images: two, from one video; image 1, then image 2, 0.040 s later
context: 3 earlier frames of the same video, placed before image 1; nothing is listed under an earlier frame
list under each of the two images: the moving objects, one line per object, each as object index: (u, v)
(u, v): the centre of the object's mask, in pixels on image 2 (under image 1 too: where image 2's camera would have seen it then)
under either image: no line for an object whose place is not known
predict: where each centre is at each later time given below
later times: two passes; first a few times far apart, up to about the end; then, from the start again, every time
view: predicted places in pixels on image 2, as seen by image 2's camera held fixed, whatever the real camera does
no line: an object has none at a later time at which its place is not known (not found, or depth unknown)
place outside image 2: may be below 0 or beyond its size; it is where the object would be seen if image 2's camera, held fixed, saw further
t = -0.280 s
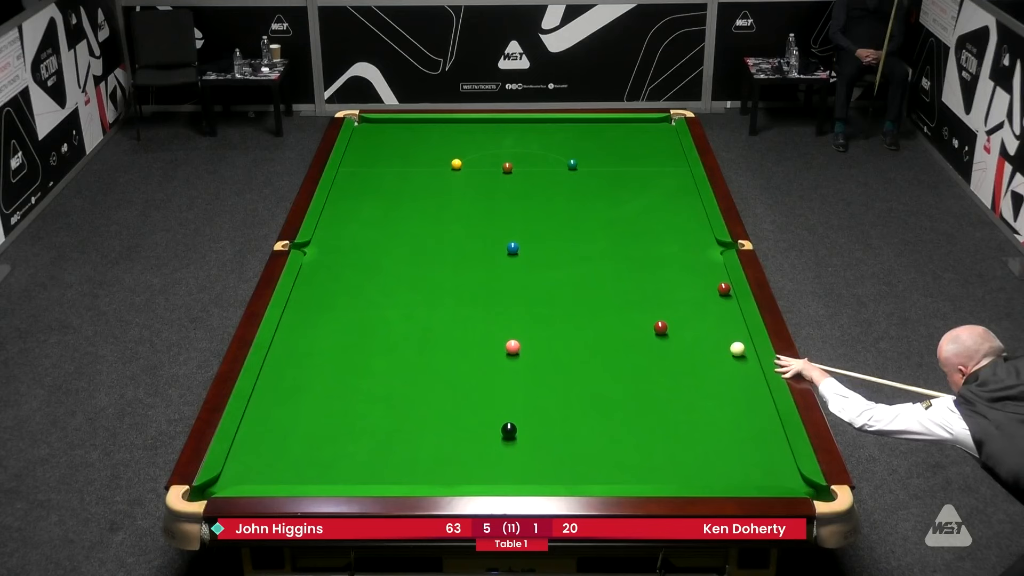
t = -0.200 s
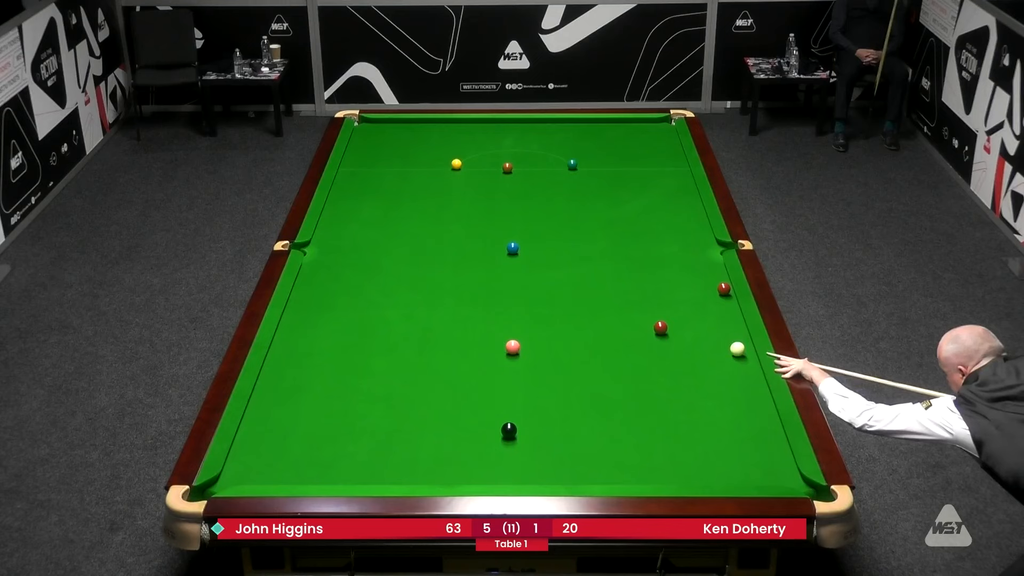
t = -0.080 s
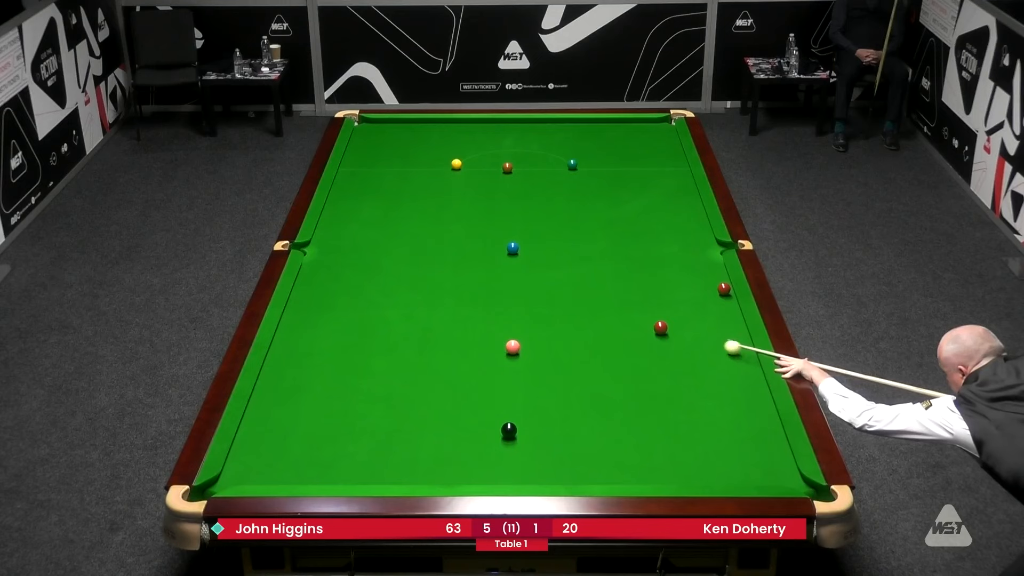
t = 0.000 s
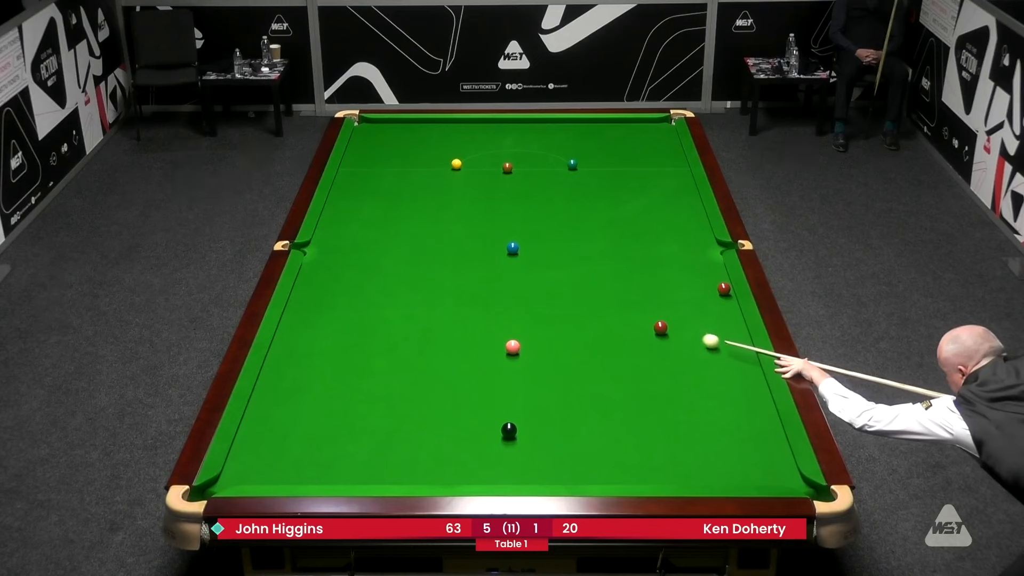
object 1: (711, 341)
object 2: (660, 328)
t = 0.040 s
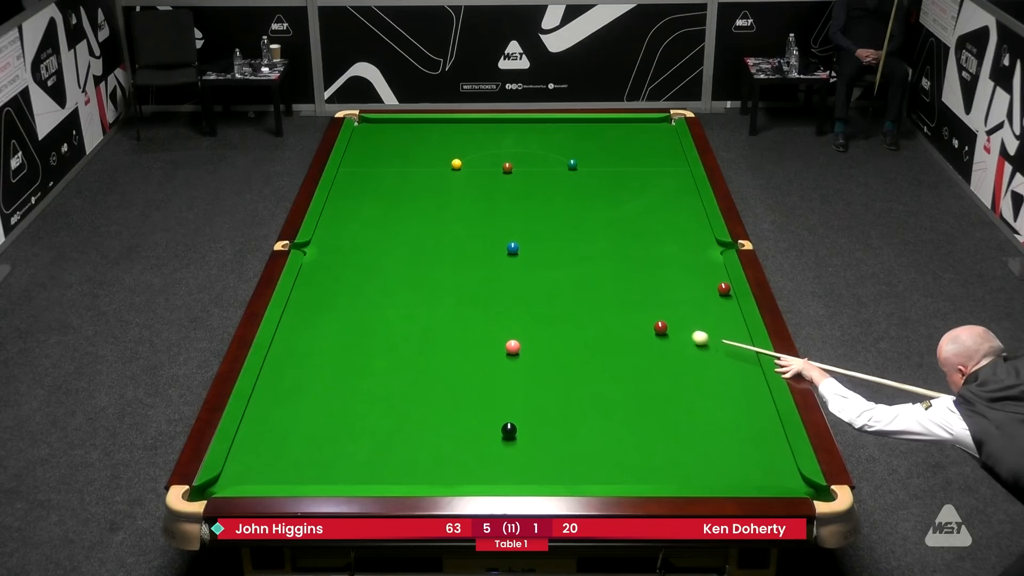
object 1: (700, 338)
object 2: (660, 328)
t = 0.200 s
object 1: (673, 329)
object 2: (646, 325)
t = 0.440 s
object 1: (662, 323)
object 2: (604, 316)
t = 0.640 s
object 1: (652, 318)
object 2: (573, 309)
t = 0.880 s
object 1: (642, 313)
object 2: (538, 301)
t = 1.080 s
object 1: (634, 309)
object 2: (510, 295)
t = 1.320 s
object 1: (625, 305)
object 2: (479, 287)
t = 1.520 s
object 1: (619, 302)
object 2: (454, 282)
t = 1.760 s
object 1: (612, 298)
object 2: (426, 276)
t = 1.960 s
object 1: (607, 296)
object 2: (404, 271)
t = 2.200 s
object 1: (602, 293)
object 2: (378, 265)
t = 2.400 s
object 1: (598, 291)
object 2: (358, 261)
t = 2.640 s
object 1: (594, 290)
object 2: (336, 256)
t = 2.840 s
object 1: (591, 288)
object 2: (318, 251)
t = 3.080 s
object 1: (589, 287)
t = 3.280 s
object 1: (587, 287)
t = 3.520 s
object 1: (587, 286)
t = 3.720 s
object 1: (586, 286)
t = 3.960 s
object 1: (587, 286)
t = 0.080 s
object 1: (690, 335)
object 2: (660, 328)
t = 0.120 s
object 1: (679, 332)
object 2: (660, 328)
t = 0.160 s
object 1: (674, 330)
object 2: (656, 327)
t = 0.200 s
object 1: (673, 329)
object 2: (646, 325)
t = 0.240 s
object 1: (672, 329)
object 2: (638, 323)
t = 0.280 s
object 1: (670, 328)
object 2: (630, 321)
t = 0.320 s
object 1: (668, 326)
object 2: (623, 320)
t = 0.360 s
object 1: (666, 325)
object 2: (616, 318)
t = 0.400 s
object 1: (664, 324)
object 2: (610, 317)
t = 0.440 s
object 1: (662, 323)
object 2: (604, 316)
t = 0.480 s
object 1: (660, 322)
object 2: (597, 314)
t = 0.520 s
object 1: (658, 321)
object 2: (591, 312)
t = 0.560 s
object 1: (656, 320)
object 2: (585, 311)
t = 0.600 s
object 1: (654, 319)
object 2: (579, 310)
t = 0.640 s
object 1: (652, 318)
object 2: (573, 309)
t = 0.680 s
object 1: (651, 317)
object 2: (567, 307)
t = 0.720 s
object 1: (649, 317)
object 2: (561, 306)
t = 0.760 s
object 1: (647, 316)
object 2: (555, 305)
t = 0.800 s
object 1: (645, 315)
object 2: (549, 303)
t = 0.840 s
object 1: (644, 314)
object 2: (544, 302)
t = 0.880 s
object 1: (642, 313)
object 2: (538, 301)
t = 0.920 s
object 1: (640, 312)
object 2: (532, 300)
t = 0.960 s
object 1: (639, 311)
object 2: (527, 298)
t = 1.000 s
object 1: (637, 311)
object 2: (521, 297)
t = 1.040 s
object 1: (636, 310)
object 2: (516, 296)
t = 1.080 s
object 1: (634, 309)
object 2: (510, 295)
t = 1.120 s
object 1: (632, 309)
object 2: (505, 293)
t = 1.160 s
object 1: (631, 308)
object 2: (500, 292)
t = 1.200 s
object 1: (629, 307)
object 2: (494, 291)
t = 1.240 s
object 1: (628, 306)
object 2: (490, 290)
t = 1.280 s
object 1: (627, 306)
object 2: (484, 289)
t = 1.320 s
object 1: (625, 305)
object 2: (479, 287)
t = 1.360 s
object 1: (624, 304)
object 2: (474, 286)
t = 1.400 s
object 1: (623, 304)
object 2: (469, 285)
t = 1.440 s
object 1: (621, 303)
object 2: (464, 284)
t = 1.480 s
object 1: (620, 302)
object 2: (459, 283)
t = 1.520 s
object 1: (619, 302)
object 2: (454, 282)
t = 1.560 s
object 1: (618, 301)
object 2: (450, 281)
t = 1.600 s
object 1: (616, 301)
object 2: (445, 280)
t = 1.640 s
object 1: (615, 300)
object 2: (440, 279)
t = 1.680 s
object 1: (614, 299)
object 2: (435, 278)
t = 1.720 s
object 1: (613, 299)
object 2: (431, 277)
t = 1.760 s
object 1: (612, 298)
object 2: (426, 276)
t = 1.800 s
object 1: (611, 298)
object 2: (422, 275)
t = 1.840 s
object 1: (610, 297)
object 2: (417, 274)
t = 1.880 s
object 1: (609, 297)
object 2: (413, 273)
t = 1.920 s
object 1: (608, 296)
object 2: (408, 272)
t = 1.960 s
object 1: (607, 296)
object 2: (404, 271)
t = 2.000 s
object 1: (606, 295)
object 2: (400, 270)
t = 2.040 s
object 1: (605, 295)
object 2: (395, 269)
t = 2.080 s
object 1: (604, 294)
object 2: (391, 268)
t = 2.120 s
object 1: (603, 294)
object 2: (387, 267)
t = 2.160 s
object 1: (602, 294)
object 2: (383, 266)
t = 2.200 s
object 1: (602, 293)
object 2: (378, 265)
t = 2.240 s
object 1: (601, 293)
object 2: (374, 264)
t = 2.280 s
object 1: (600, 292)
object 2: (370, 264)
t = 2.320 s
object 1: (599, 292)
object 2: (366, 263)
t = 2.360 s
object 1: (598, 292)
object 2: (362, 262)
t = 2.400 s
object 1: (598, 291)
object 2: (358, 261)
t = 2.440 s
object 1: (597, 291)
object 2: (355, 260)
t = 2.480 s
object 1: (596, 291)
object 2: (351, 259)
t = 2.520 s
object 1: (596, 290)
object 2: (347, 258)
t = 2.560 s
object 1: (595, 290)
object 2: (343, 257)
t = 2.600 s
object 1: (594, 290)
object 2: (339, 257)
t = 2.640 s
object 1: (594, 290)
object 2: (336, 256)
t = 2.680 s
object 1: (593, 289)
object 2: (332, 255)
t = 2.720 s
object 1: (592, 289)
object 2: (328, 254)
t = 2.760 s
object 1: (592, 289)
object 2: (325, 253)
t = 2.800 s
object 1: (591, 289)
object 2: (321, 252)
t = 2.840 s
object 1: (591, 288)
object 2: (318, 251)
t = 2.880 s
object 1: (590, 288)
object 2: (314, 250)
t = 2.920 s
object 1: (590, 288)
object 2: (311, 250)
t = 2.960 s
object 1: (590, 288)
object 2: (308, 249)
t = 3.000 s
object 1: (589, 288)
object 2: (305, 248)
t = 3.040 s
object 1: (589, 287)
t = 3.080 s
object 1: (589, 287)
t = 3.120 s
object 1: (588, 287)
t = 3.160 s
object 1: (588, 287)
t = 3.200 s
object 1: (588, 287)
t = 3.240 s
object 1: (587, 287)
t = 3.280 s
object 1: (587, 287)
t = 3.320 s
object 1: (587, 286)
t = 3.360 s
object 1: (587, 286)
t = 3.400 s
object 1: (587, 286)
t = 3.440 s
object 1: (587, 286)
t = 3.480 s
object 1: (587, 286)
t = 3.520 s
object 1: (587, 286)
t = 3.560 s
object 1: (587, 286)
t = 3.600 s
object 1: (587, 286)
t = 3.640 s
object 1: (587, 286)
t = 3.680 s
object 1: (587, 286)
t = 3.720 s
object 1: (586, 286)
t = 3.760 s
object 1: (587, 286)
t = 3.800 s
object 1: (587, 286)
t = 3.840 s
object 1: (587, 286)
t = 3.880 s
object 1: (587, 286)
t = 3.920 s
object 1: (587, 286)
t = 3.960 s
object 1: (587, 286)
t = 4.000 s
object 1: (586, 286)
